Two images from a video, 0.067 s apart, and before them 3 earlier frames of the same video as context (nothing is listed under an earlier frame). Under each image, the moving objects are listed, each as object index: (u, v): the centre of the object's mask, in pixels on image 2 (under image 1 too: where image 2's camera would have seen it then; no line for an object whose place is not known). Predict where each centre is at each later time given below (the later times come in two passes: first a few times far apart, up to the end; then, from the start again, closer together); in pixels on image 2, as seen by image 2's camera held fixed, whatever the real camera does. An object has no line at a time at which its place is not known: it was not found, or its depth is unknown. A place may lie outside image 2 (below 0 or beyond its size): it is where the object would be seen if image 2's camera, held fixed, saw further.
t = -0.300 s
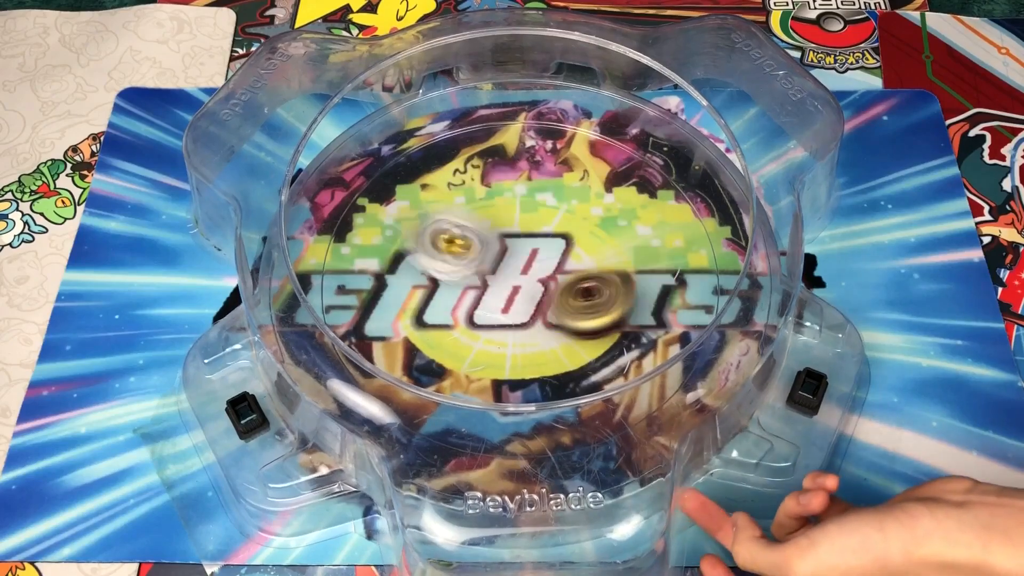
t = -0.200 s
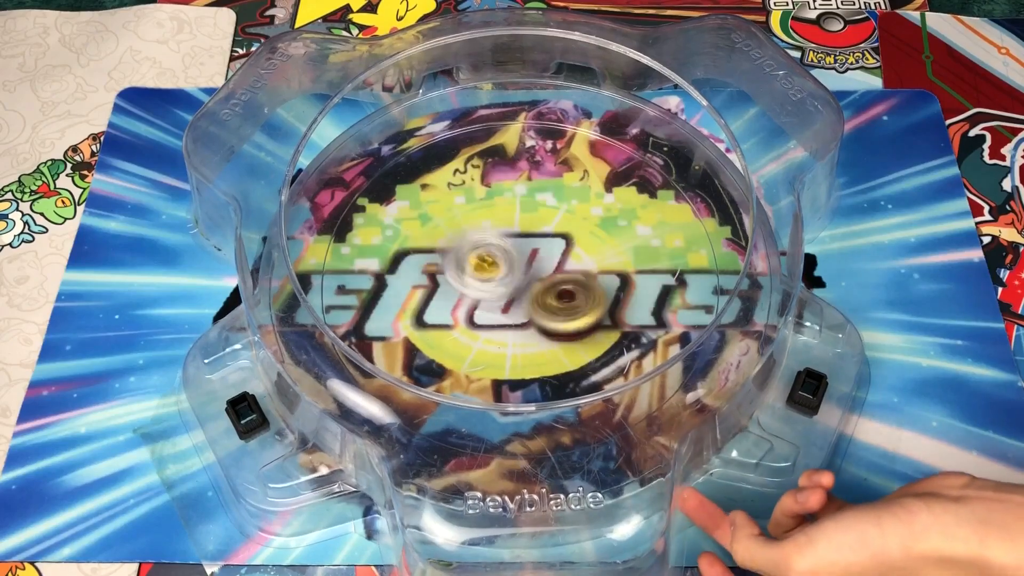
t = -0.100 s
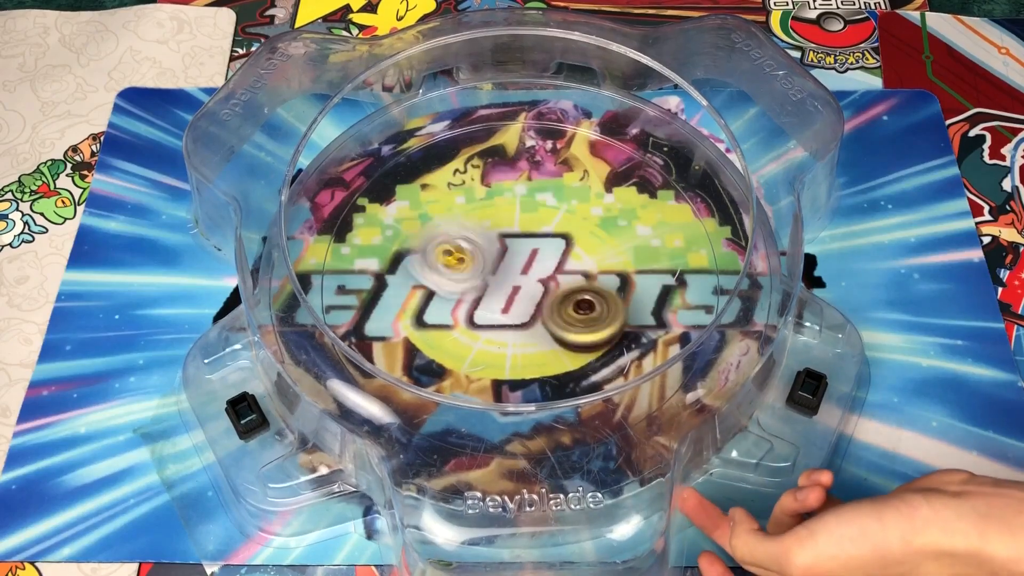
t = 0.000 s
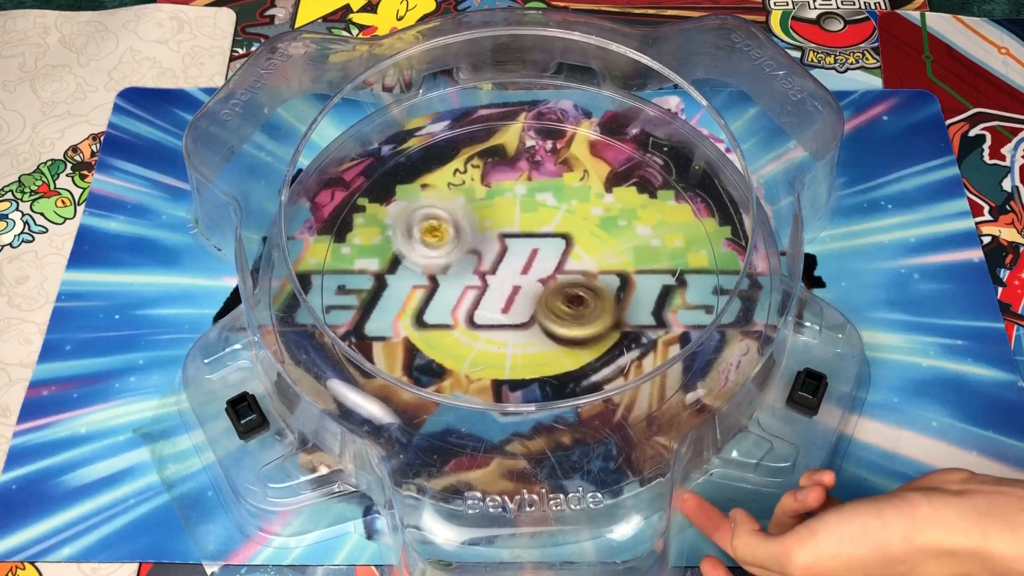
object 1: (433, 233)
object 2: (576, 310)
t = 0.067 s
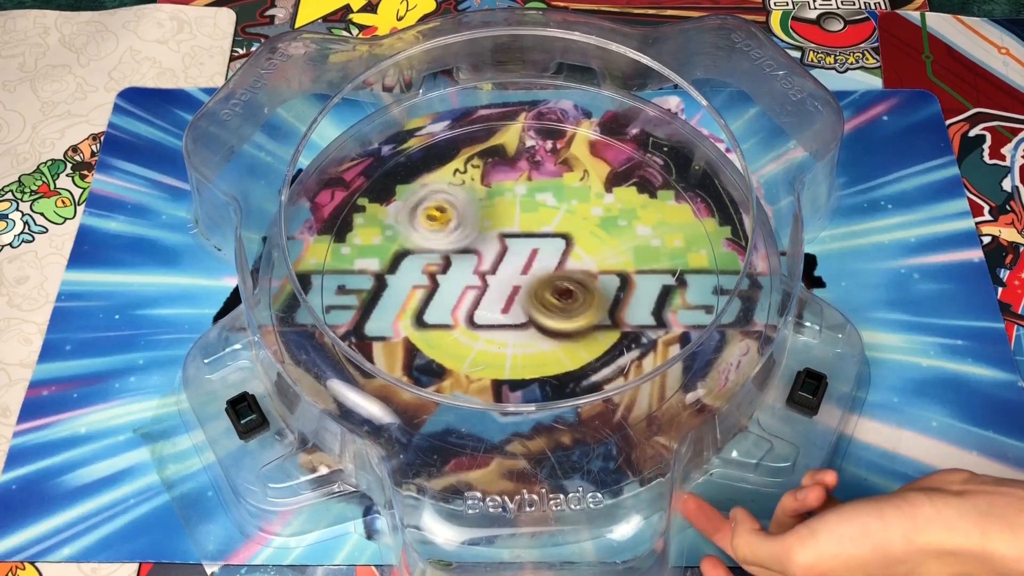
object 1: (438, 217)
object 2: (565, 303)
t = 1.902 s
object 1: (488, 245)
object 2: (618, 279)
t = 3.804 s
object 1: (479, 298)
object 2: (533, 241)
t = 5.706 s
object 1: (551, 281)
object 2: (465, 217)
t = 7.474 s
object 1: (551, 318)
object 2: (492, 265)
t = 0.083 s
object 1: (441, 214)
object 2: (561, 301)
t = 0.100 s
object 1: (448, 211)
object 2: (559, 299)
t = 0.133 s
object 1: (456, 210)
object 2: (554, 295)
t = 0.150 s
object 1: (462, 209)
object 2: (550, 293)
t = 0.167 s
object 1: (466, 212)
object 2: (549, 291)
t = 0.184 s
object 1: (477, 212)
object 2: (544, 288)
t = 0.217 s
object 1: (486, 215)
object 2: (540, 284)
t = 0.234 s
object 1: (483, 210)
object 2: (541, 288)
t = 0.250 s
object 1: (482, 206)
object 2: (549, 300)
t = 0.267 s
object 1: (481, 200)
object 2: (550, 311)
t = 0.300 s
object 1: (479, 188)
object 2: (565, 330)
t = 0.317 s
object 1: (479, 181)
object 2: (568, 333)
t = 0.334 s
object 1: (479, 176)
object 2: (572, 339)
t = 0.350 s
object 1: (481, 171)
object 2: (575, 342)
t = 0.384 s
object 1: (485, 163)
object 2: (578, 345)
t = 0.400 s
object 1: (488, 162)
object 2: (579, 345)
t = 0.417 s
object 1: (492, 158)
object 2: (580, 345)
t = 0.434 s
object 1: (494, 157)
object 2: (581, 345)
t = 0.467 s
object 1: (502, 157)
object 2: (583, 345)
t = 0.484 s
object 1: (506, 158)
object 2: (584, 344)
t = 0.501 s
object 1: (509, 161)
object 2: (584, 344)
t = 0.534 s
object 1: (518, 169)
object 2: (584, 343)
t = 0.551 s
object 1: (521, 173)
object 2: (584, 342)
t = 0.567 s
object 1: (522, 176)
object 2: (583, 341)
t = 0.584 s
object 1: (524, 183)
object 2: (583, 341)
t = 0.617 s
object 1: (529, 193)
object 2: (582, 339)
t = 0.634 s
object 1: (527, 197)
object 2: (581, 337)
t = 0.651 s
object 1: (528, 206)
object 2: (581, 336)
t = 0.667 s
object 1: (529, 212)
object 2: (580, 335)
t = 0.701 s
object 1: (530, 225)
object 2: (579, 333)
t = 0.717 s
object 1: (530, 233)
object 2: (577, 330)
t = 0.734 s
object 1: (527, 243)
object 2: (576, 329)
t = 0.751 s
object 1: (527, 246)
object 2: (574, 327)
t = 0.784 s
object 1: (525, 257)
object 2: (573, 325)
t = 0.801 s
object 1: (518, 258)
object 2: (575, 328)
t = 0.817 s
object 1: (512, 258)
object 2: (577, 331)
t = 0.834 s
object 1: (501, 258)
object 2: (580, 335)
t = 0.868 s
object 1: (492, 258)
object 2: (581, 335)
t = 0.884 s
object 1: (483, 256)
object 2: (581, 335)
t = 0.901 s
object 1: (478, 255)
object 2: (582, 334)
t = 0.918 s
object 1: (474, 255)
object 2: (583, 333)
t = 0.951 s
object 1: (463, 252)
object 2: (583, 331)
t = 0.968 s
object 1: (460, 250)
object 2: (583, 330)
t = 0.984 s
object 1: (456, 249)
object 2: (583, 328)
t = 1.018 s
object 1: (451, 247)
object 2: (581, 325)
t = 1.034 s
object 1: (449, 245)
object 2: (580, 324)
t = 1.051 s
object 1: (446, 244)
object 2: (579, 322)
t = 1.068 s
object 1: (442, 241)
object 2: (579, 321)
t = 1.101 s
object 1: (440, 239)
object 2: (575, 316)
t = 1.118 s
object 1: (439, 238)
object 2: (574, 314)
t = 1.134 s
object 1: (440, 238)
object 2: (572, 311)
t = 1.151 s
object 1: (440, 237)
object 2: (569, 308)
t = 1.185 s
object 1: (442, 237)
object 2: (567, 303)
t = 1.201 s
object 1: (444, 236)
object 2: (565, 301)
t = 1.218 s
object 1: (445, 236)
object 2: (564, 300)
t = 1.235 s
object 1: (449, 237)
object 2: (563, 298)
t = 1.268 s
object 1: (453, 239)
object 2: (561, 294)
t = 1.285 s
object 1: (456, 239)
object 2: (560, 291)
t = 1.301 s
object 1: (460, 242)
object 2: (559, 289)
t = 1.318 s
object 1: (463, 244)
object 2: (558, 286)
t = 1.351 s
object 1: (470, 247)
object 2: (555, 280)
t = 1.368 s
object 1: (470, 248)
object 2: (557, 280)
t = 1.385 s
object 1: (471, 250)
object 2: (560, 279)
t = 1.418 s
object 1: (460, 247)
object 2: (583, 282)
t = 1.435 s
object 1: (454, 244)
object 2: (591, 285)
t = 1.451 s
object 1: (450, 241)
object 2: (593, 285)
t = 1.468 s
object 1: (446, 238)
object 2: (599, 285)
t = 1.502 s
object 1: (434, 232)
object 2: (606, 284)
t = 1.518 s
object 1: (432, 229)
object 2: (607, 284)
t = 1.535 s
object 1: (430, 226)
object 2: (610, 281)
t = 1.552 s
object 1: (429, 223)
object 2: (611, 281)
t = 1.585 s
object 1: (427, 219)
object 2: (616, 279)
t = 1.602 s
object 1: (426, 217)
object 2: (618, 278)
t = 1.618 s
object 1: (426, 216)
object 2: (619, 278)
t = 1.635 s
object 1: (428, 214)
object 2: (621, 277)
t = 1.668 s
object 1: (433, 212)
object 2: (622, 277)
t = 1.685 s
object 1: (434, 212)
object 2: (623, 277)
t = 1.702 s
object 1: (438, 213)
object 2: (623, 276)
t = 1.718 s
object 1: (441, 213)
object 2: (624, 276)
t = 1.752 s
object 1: (449, 217)
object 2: (624, 276)
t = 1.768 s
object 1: (453, 219)
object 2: (624, 276)
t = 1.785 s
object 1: (457, 221)
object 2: (624, 276)
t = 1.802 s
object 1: (461, 224)
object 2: (624, 277)
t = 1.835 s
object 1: (472, 232)
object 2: (622, 278)
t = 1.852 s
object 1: (475, 234)
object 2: (621, 278)
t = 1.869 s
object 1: (478, 237)
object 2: (620, 279)
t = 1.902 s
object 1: (488, 245)
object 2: (618, 279)
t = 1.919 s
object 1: (492, 249)
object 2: (617, 280)
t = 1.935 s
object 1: (496, 254)
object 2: (615, 280)
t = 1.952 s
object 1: (502, 257)
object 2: (613, 280)
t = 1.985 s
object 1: (509, 266)
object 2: (608, 281)
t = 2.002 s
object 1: (513, 271)
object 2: (605, 281)
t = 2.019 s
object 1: (515, 273)
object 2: (605, 281)
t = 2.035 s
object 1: (514, 278)
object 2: (612, 282)
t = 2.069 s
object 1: (506, 286)
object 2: (622, 281)
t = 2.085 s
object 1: (503, 289)
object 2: (623, 281)
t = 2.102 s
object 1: (500, 292)
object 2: (625, 281)
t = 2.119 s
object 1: (498, 293)
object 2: (625, 280)
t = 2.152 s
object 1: (493, 299)
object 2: (624, 279)
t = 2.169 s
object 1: (491, 301)
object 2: (623, 279)
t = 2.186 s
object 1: (484, 302)
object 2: (622, 278)
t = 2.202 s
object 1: (480, 305)
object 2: (621, 278)
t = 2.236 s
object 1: (476, 306)
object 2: (619, 277)
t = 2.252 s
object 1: (473, 306)
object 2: (617, 277)
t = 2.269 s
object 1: (470, 306)
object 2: (615, 276)
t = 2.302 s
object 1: (467, 305)
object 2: (611, 276)
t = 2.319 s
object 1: (466, 304)
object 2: (609, 276)
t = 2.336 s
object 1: (465, 304)
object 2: (606, 275)
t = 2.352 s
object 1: (465, 304)
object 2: (603, 275)
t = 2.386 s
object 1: (464, 302)
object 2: (598, 274)
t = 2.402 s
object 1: (465, 300)
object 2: (596, 273)
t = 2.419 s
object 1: (466, 298)
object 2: (594, 273)
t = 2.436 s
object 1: (466, 298)
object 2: (592, 272)
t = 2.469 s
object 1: (470, 295)
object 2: (587, 270)
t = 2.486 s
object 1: (472, 293)
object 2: (585, 269)
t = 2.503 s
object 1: (476, 290)
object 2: (579, 268)
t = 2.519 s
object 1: (477, 289)
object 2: (577, 267)
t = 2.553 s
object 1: (484, 285)
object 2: (571, 264)
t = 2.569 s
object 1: (484, 286)
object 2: (571, 262)
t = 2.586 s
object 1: (483, 286)
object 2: (570, 260)
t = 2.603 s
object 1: (481, 285)
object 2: (572, 257)
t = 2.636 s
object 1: (477, 284)
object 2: (572, 252)
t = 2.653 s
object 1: (475, 283)
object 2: (572, 252)
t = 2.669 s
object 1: (473, 281)
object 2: (570, 249)
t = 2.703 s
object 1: (471, 279)
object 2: (569, 245)
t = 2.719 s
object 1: (471, 278)
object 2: (568, 243)
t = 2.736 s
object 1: (471, 276)
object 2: (568, 242)
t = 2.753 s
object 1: (472, 274)
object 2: (567, 240)
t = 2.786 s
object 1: (472, 272)
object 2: (566, 236)
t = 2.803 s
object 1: (473, 271)
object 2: (565, 235)
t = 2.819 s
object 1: (473, 269)
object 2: (565, 233)
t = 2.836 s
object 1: (474, 267)
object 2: (565, 231)
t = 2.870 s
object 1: (477, 266)
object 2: (564, 228)
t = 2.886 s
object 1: (478, 265)
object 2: (564, 227)
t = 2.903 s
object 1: (477, 264)
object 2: (563, 225)
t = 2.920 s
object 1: (478, 264)
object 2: (563, 224)
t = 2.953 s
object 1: (486, 261)
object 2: (563, 223)
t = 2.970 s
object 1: (487, 262)
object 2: (564, 221)
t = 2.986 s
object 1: (488, 262)
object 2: (564, 221)
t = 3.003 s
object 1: (492, 261)
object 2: (565, 219)
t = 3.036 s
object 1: (495, 261)
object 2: (565, 218)
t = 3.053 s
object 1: (497, 262)
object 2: (565, 217)
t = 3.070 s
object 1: (499, 262)
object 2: (565, 217)
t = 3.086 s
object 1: (500, 263)
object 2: (566, 216)
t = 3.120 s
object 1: (500, 265)
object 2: (569, 215)
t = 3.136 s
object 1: (501, 267)
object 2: (569, 215)
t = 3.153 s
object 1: (502, 267)
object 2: (569, 215)
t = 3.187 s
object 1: (504, 270)
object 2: (570, 215)
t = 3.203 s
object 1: (504, 270)
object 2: (570, 215)
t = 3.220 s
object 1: (505, 271)
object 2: (570, 215)
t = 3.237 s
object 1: (507, 272)
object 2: (570, 215)
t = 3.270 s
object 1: (508, 274)
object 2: (570, 217)
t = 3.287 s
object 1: (509, 275)
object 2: (570, 218)
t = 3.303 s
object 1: (510, 275)
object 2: (570, 219)
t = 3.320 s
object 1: (510, 277)
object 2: (569, 219)
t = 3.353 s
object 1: (512, 280)
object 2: (568, 221)
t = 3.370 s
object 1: (513, 279)
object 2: (567, 222)
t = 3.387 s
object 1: (513, 282)
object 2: (567, 224)
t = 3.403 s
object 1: (513, 285)
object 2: (568, 224)
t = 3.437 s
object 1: (508, 293)
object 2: (570, 223)
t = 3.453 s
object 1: (508, 295)
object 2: (570, 223)
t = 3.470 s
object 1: (504, 299)
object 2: (569, 223)
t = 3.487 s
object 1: (502, 302)
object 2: (569, 224)
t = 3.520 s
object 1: (499, 305)
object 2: (566, 226)
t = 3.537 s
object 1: (497, 308)
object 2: (565, 227)
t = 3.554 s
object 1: (495, 308)
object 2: (563, 228)
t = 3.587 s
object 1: (485, 313)
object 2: (560, 229)
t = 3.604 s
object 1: (486, 312)
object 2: (559, 231)
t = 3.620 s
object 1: (481, 313)
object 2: (557, 232)
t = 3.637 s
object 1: (479, 313)
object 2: (554, 233)
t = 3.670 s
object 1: (476, 311)
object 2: (550, 235)
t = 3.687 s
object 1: (476, 311)
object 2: (549, 235)
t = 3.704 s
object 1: (476, 310)
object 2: (546, 237)
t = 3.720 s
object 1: (474, 308)
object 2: (544, 237)
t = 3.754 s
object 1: (474, 306)
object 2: (539, 239)
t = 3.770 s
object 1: (474, 302)
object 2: (536, 240)
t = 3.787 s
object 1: (475, 301)
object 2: (535, 241)
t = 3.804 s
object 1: (479, 298)
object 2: (533, 241)
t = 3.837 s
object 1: (477, 297)
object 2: (534, 238)
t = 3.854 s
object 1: (476, 297)
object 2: (534, 237)
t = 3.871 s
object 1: (473, 297)
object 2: (534, 236)
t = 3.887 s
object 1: (471, 296)
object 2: (534, 234)
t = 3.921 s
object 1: (470, 293)
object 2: (533, 233)
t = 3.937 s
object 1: (470, 293)
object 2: (532, 232)
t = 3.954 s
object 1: (470, 293)
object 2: (531, 231)
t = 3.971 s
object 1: (470, 291)
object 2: (529, 230)
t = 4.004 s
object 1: (473, 288)
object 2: (528, 229)
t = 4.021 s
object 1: (474, 286)
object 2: (528, 228)
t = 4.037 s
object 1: (475, 286)
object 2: (528, 227)
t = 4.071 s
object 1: (475, 287)
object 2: (529, 225)
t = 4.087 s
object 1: (476, 286)
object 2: (529, 224)
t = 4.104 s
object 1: (477, 286)
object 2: (528, 223)
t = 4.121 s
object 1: (478, 286)
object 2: (528, 222)
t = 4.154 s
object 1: (481, 287)
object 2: (527, 221)
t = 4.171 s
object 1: (482, 287)
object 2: (527, 221)
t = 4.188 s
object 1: (482, 287)
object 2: (528, 221)
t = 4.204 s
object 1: (486, 287)
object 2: (528, 220)
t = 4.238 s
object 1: (490, 287)
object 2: (527, 220)
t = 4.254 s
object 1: (493, 288)
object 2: (528, 219)
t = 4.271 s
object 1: (495, 292)
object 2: (529, 218)
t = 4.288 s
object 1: (496, 296)
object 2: (531, 215)
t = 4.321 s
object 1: (500, 304)
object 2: (536, 206)
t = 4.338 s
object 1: (500, 307)
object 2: (538, 203)
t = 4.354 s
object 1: (501, 308)
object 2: (539, 202)
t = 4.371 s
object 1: (501, 311)
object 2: (540, 202)
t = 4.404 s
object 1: (501, 318)
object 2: (540, 201)
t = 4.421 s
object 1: (500, 321)
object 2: (540, 201)
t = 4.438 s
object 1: (501, 324)
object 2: (541, 201)
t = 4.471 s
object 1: (502, 329)
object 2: (541, 201)
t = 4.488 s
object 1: (507, 335)
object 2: (542, 202)
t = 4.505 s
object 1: (508, 336)
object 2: (542, 203)
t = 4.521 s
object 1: (509, 337)
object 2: (542, 204)
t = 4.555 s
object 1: (512, 342)
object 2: (542, 206)
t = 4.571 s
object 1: (515, 343)
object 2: (542, 206)
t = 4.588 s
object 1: (516, 343)
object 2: (542, 207)
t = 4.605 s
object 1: (517, 344)
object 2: (542, 210)
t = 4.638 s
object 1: (520, 344)
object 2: (541, 213)
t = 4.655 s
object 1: (522, 342)
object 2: (541, 214)
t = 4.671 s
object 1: (523, 342)
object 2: (539, 216)
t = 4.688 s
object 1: (524, 340)
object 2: (539, 217)
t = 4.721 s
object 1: (528, 338)
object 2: (538, 221)
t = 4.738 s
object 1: (531, 333)
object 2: (536, 224)
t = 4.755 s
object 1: (531, 331)
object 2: (535, 226)
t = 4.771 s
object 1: (533, 329)
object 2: (533, 228)
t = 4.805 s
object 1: (535, 324)
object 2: (529, 231)
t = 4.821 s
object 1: (536, 321)
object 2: (528, 232)
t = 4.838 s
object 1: (538, 315)
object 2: (525, 235)
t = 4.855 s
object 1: (538, 314)
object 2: (523, 236)
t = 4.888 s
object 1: (540, 309)
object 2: (518, 238)
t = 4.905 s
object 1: (537, 306)
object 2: (517, 236)
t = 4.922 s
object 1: (537, 306)
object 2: (515, 236)
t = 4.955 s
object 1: (539, 301)
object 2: (510, 236)
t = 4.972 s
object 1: (543, 303)
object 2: (506, 229)
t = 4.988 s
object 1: (545, 303)
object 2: (504, 226)
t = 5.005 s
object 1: (549, 303)
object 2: (495, 219)
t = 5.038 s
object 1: (550, 305)
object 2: (485, 212)
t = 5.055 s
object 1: (550, 306)
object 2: (483, 210)
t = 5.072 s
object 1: (552, 309)
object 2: (477, 206)
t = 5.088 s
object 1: (554, 311)
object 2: (474, 204)
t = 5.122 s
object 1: (559, 310)
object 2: (465, 199)
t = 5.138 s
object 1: (559, 311)
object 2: (459, 195)
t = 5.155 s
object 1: (559, 311)
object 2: (457, 193)
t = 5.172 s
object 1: (560, 311)
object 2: (453, 190)
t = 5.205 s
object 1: (560, 311)
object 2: (451, 188)
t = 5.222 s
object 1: (561, 310)
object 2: (450, 187)
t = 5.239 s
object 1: (560, 310)
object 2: (450, 186)
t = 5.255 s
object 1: (560, 309)
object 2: (450, 186)
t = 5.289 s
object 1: (562, 307)
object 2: (450, 185)
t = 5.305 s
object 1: (560, 305)
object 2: (451, 185)
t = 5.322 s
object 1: (560, 304)
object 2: (451, 185)
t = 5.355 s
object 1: (559, 302)
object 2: (452, 186)
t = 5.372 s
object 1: (558, 300)
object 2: (453, 187)
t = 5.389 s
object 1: (557, 298)
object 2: (453, 188)
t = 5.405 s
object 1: (555, 293)
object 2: (455, 189)
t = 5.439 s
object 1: (551, 290)
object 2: (457, 192)
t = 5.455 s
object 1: (550, 288)
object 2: (458, 194)
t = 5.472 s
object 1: (548, 286)
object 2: (461, 198)
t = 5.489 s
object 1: (547, 285)
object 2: (461, 199)
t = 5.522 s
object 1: (544, 279)
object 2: (464, 203)
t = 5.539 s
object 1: (539, 274)
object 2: (466, 207)
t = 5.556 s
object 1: (537, 273)
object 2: (467, 209)
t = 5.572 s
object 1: (534, 269)
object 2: (470, 214)
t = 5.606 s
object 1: (538, 272)
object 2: (471, 215)
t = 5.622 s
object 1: (542, 274)
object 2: (470, 214)
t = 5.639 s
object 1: (548, 276)
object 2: (467, 214)
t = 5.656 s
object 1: (550, 277)
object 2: (466, 214)
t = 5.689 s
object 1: (551, 278)
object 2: (466, 215)
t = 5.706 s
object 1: (551, 281)
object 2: (465, 217)
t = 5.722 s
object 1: (552, 283)
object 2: (465, 218)
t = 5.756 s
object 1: (557, 287)
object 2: (464, 220)
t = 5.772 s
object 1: (559, 289)
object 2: (463, 222)
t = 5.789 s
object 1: (560, 289)
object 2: (462, 223)
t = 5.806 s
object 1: (559, 291)
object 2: (461, 226)
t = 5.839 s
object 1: (561, 294)
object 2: (460, 229)
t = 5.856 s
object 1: (561, 294)
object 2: (460, 230)
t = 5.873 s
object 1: (560, 294)
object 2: (459, 231)
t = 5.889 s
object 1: (559, 294)
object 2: (459, 232)
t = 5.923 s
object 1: (559, 296)
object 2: (458, 234)
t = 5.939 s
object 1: (559, 295)
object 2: (457, 235)
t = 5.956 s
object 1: (558, 295)
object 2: (457, 237)
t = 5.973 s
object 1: (555, 296)
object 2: (456, 238)
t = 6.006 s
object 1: (555, 297)
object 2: (455, 240)
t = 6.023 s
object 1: (555, 296)
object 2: (455, 241)
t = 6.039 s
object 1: (553, 295)
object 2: (453, 242)
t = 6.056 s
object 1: (552, 293)
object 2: (453, 243)
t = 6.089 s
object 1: (547, 294)
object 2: (452, 245)
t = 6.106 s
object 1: (544, 292)
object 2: (451, 246)
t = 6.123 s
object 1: (544, 292)
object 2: (451, 247)
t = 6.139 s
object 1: (542, 291)
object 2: (450, 248)
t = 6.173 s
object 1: (536, 288)
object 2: (449, 249)
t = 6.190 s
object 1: (534, 287)
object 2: (449, 250)
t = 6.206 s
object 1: (528, 285)
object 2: (449, 251)
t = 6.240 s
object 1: (532, 284)
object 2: (447, 251)
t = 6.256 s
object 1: (532, 283)
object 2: (445, 251)
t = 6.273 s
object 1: (529, 280)
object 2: (444, 250)
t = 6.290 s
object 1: (527, 280)
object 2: (445, 251)
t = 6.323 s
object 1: (526, 280)
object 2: (445, 252)
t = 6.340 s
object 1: (527, 279)
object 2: (444, 253)
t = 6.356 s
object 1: (527, 279)
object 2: (444, 253)
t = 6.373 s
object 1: (525, 276)
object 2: (443, 254)
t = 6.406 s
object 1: (531, 276)
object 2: (439, 253)
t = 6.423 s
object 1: (537, 277)
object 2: (435, 251)
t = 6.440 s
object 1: (547, 274)
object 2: (429, 246)
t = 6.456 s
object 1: (548, 273)
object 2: (426, 244)
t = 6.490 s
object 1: (555, 274)
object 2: (422, 241)
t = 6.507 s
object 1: (556, 273)
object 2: (422, 239)
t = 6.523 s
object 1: (557, 273)
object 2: (423, 239)
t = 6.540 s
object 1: (558, 272)
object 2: (424, 240)
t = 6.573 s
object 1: (557, 271)
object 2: (428, 241)
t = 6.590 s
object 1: (556, 271)
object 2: (429, 241)
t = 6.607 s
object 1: (555, 271)
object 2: (429, 242)
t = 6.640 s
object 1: (553, 273)
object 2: (432, 243)
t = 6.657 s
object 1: (553, 273)
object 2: (433, 244)
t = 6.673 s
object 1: (553, 274)
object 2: (436, 244)
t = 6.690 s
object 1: (553, 275)
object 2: (439, 244)
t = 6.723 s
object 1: (555, 277)
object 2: (445, 245)
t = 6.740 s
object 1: (555, 278)
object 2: (455, 247)
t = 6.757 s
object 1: (555, 279)
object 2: (457, 248)
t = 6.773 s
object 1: (556, 279)
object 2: (462, 249)
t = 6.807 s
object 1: (556, 279)
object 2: (473, 253)
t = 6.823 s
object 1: (555, 279)
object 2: (476, 252)
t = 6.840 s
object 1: (555, 281)
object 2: (483, 252)
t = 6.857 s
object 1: (556, 282)
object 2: (484, 252)
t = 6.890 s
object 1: (559, 287)
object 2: (488, 252)
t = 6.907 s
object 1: (561, 291)
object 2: (490, 254)
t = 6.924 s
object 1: (561, 294)
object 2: (491, 254)
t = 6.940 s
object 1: (560, 298)
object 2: (493, 255)
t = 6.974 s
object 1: (558, 303)
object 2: (494, 256)
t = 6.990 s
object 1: (558, 305)
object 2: (494, 256)
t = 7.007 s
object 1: (560, 308)
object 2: (495, 255)
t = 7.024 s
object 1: (559, 311)
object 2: (495, 255)
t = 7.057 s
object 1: (559, 316)
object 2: (496, 255)
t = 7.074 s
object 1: (559, 318)
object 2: (496, 257)
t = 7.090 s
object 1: (559, 319)
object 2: (496, 257)
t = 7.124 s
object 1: (559, 322)
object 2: (496, 258)
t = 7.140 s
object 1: (558, 325)
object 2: (496, 258)
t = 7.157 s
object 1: (559, 325)
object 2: (495, 258)
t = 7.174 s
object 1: (559, 327)
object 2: (494, 259)
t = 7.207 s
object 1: (558, 328)
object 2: (494, 259)
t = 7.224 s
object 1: (558, 328)
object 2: (494, 259)
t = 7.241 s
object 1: (558, 329)
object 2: (495, 260)
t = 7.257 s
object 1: (558, 329)
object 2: (496, 259)
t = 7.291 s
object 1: (555, 329)
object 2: (496, 260)
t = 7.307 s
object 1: (555, 328)
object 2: (497, 261)
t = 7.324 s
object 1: (553, 328)
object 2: (497, 261)
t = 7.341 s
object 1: (552, 327)
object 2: (497, 262)
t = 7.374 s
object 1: (552, 326)
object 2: (496, 264)
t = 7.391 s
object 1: (551, 325)
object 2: (495, 264)
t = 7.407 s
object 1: (551, 322)
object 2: (494, 265)
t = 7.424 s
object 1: (549, 322)
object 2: (494, 265)
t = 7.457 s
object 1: (550, 320)
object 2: (492, 265)
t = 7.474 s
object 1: (551, 318)
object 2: (492, 265)
